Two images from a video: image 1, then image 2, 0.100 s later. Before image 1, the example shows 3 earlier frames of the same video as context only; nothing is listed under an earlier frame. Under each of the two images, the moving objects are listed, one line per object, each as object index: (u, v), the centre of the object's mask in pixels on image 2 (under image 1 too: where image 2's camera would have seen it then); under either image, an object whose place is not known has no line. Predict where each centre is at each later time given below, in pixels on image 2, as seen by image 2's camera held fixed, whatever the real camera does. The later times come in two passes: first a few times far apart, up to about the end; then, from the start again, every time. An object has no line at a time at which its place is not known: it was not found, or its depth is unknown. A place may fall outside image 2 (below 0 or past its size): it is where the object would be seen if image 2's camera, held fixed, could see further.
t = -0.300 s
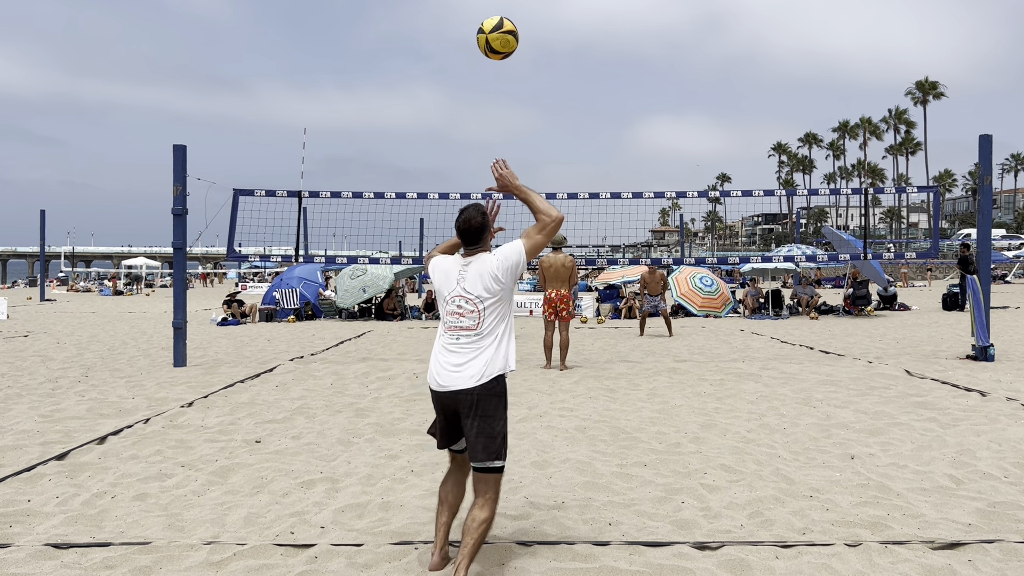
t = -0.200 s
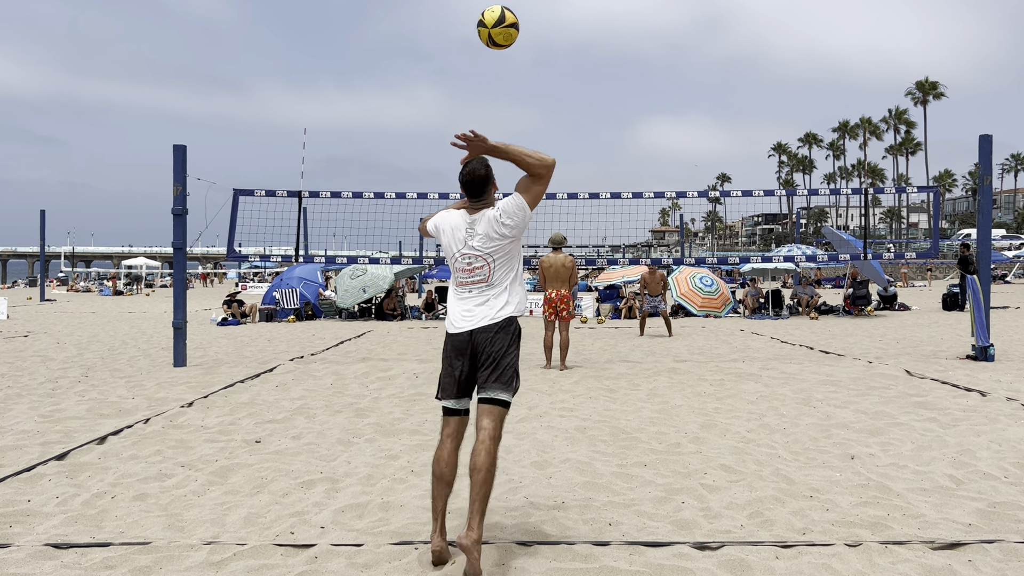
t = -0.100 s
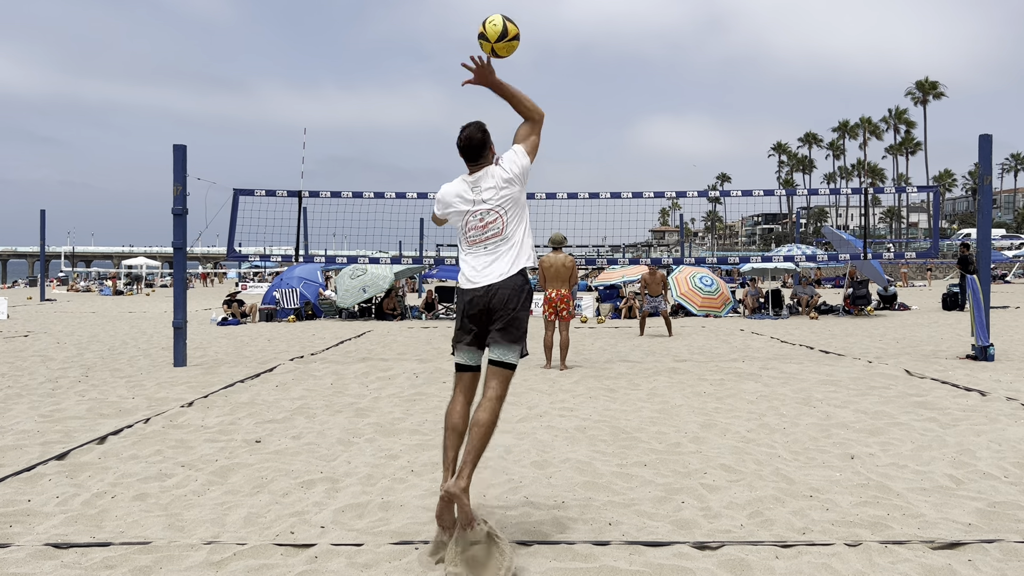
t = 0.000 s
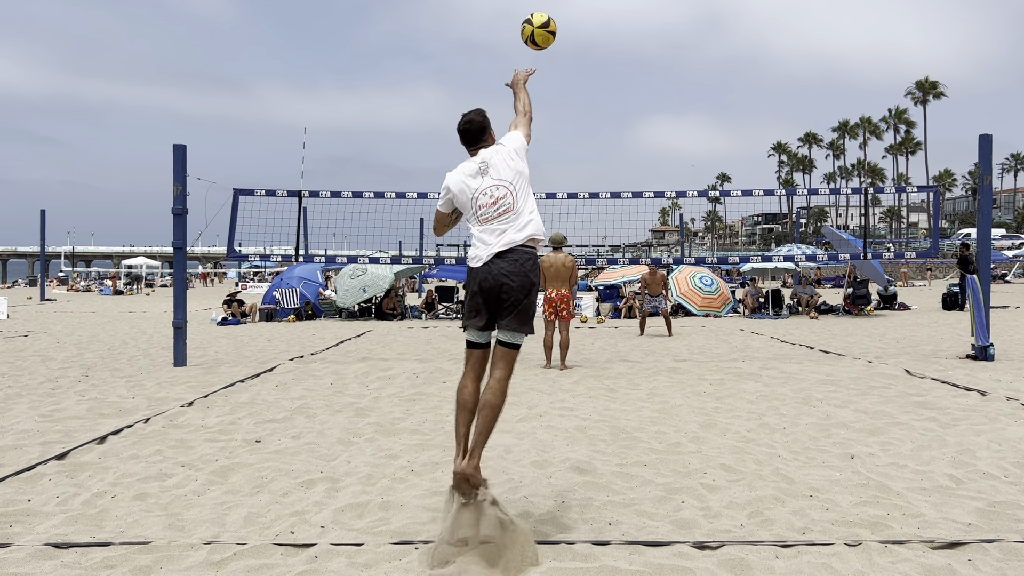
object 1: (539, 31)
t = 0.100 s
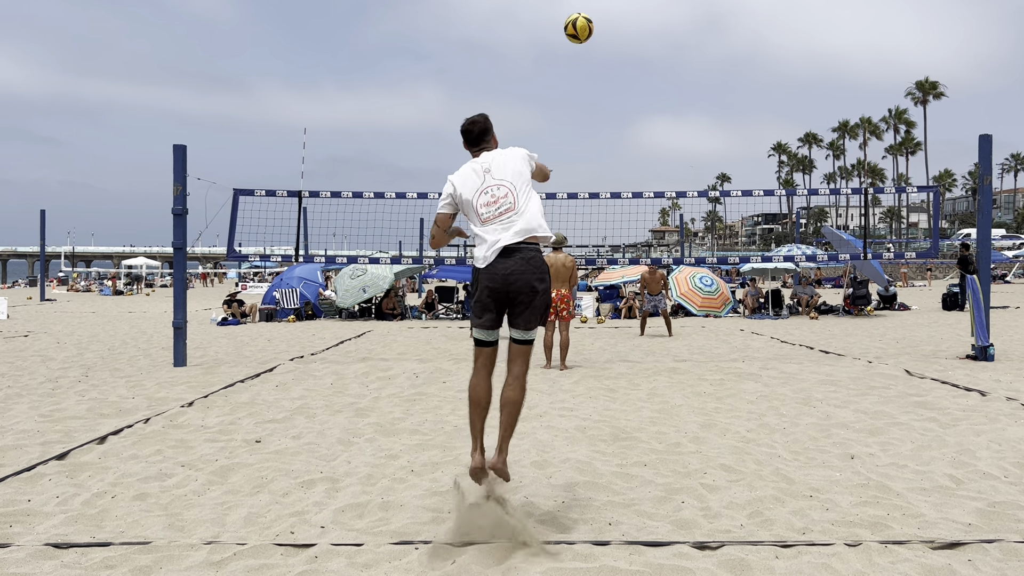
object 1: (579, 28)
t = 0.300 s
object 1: (628, 48)
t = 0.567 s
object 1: (661, 107)
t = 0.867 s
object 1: (681, 189)
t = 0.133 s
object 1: (589, 29)
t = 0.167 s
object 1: (599, 32)
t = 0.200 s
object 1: (607, 35)
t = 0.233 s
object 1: (615, 39)
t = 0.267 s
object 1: (622, 43)
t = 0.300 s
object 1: (628, 48)
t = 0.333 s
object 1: (633, 54)
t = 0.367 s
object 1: (638, 60)
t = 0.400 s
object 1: (642, 67)
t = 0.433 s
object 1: (646, 74)
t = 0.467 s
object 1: (649, 81)
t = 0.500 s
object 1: (653, 90)
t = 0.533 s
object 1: (657, 98)
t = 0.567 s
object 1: (661, 107)
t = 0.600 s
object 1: (664, 117)
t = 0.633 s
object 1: (666, 126)
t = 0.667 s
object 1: (669, 135)
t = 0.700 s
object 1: (671, 144)
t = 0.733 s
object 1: (673, 153)
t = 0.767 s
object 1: (675, 162)
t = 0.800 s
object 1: (677, 172)
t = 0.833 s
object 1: (679, 182)
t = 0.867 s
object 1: (681, 189)
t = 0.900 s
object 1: (683, 203)
